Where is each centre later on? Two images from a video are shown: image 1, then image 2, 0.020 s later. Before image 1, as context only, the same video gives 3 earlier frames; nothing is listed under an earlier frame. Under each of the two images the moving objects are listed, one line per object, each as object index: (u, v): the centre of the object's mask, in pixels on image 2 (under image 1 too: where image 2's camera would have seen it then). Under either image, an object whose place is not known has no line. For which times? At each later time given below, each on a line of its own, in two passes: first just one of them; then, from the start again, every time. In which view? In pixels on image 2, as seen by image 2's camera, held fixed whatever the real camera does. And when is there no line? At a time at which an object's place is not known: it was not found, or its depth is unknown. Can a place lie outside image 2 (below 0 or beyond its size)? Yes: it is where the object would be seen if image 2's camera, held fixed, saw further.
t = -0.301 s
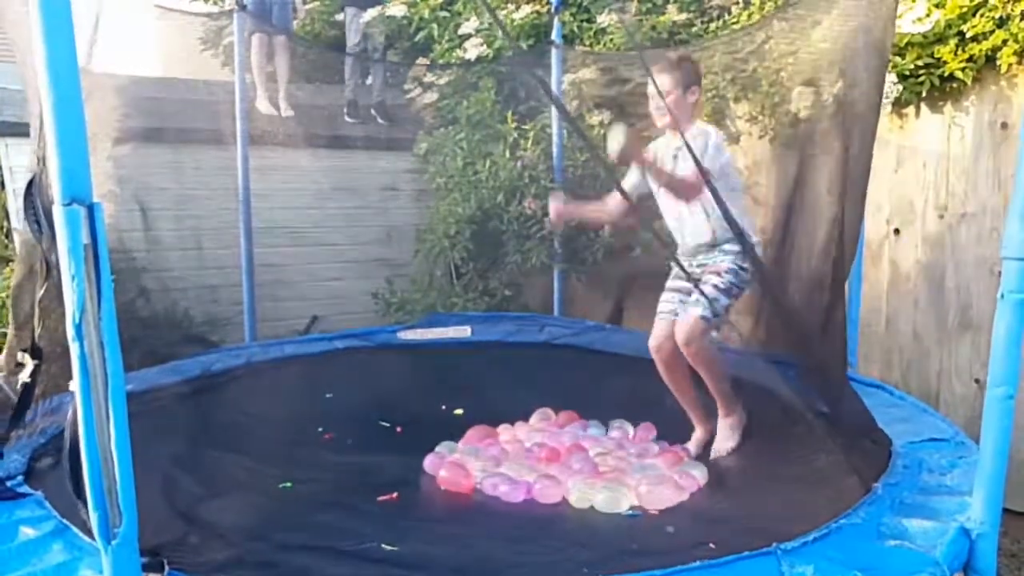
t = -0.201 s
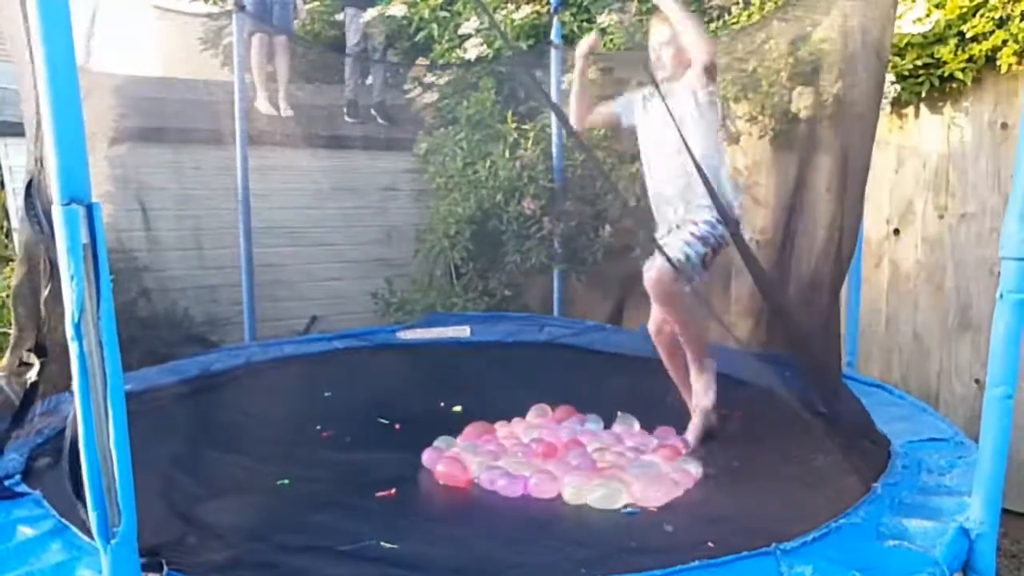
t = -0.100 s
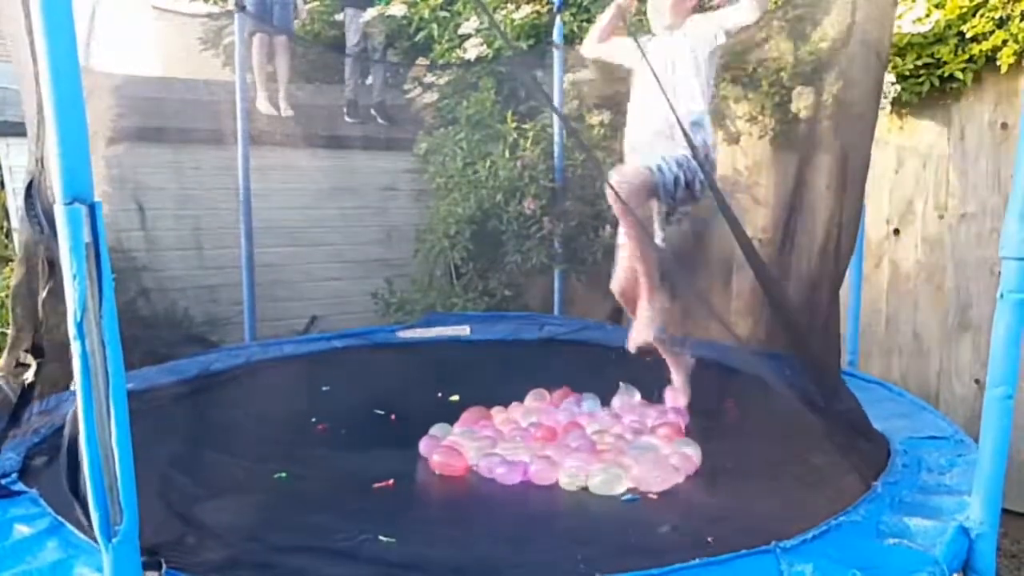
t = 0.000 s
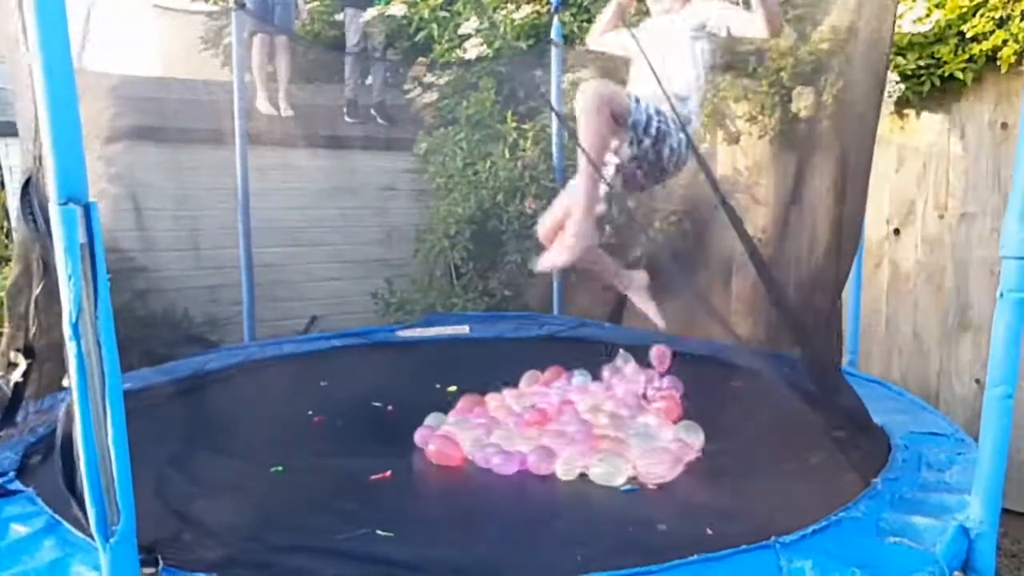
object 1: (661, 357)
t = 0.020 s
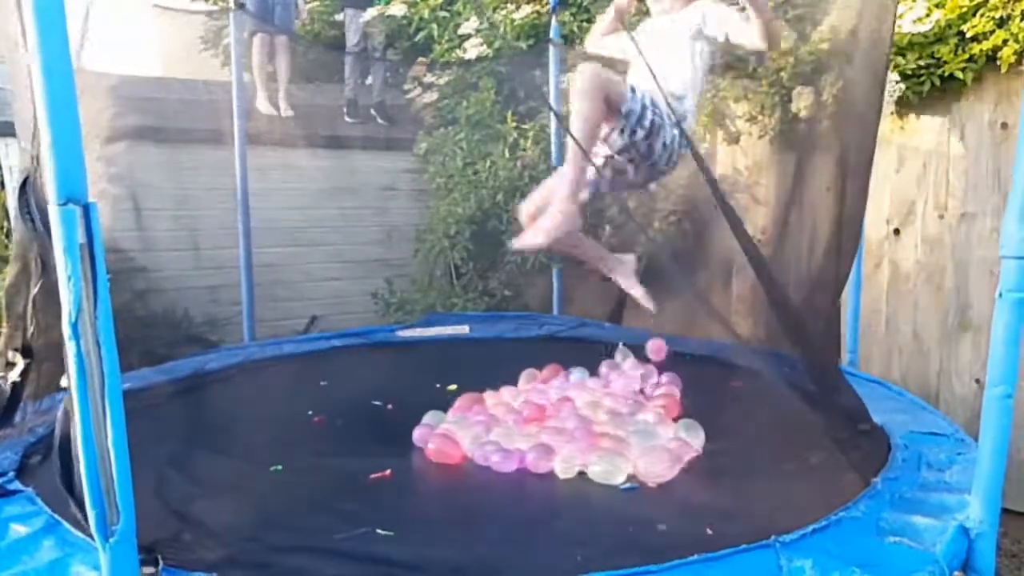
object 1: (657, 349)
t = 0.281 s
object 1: (613, 380)
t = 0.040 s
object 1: (654, 345)
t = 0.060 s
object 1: (652, 343)
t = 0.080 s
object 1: (648, 340)
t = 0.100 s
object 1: (645, 339)
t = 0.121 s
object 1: (641, 339)
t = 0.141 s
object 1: (639, 340)
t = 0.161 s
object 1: (635, 342)
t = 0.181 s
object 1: (630, 346)
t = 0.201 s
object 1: (628, 349)
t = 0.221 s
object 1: (625, 353)
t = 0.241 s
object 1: (620, 361)
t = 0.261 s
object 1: (617, 368)
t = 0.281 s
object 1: (613, 380)
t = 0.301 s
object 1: (610, 387)
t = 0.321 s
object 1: (606, 392)
